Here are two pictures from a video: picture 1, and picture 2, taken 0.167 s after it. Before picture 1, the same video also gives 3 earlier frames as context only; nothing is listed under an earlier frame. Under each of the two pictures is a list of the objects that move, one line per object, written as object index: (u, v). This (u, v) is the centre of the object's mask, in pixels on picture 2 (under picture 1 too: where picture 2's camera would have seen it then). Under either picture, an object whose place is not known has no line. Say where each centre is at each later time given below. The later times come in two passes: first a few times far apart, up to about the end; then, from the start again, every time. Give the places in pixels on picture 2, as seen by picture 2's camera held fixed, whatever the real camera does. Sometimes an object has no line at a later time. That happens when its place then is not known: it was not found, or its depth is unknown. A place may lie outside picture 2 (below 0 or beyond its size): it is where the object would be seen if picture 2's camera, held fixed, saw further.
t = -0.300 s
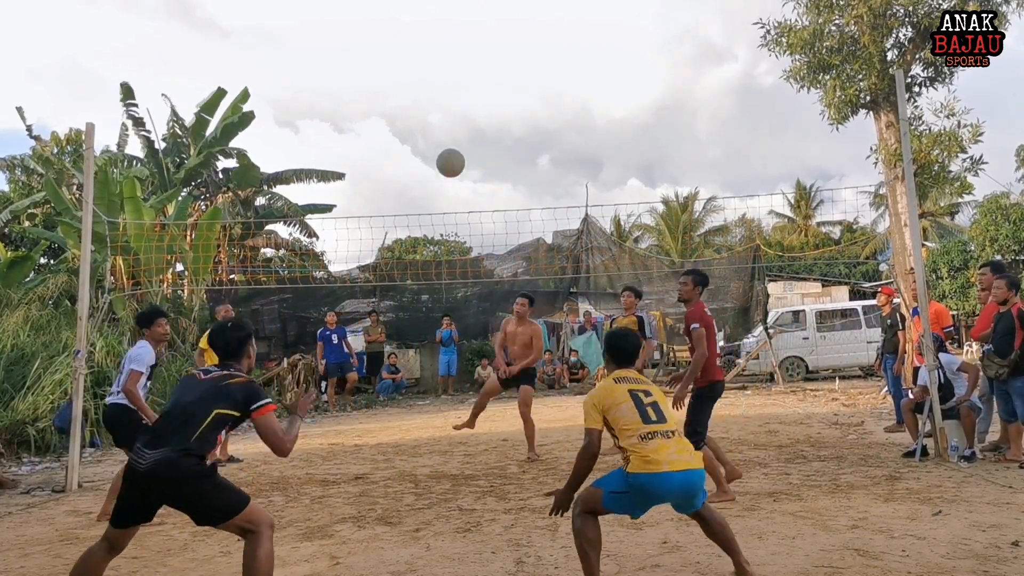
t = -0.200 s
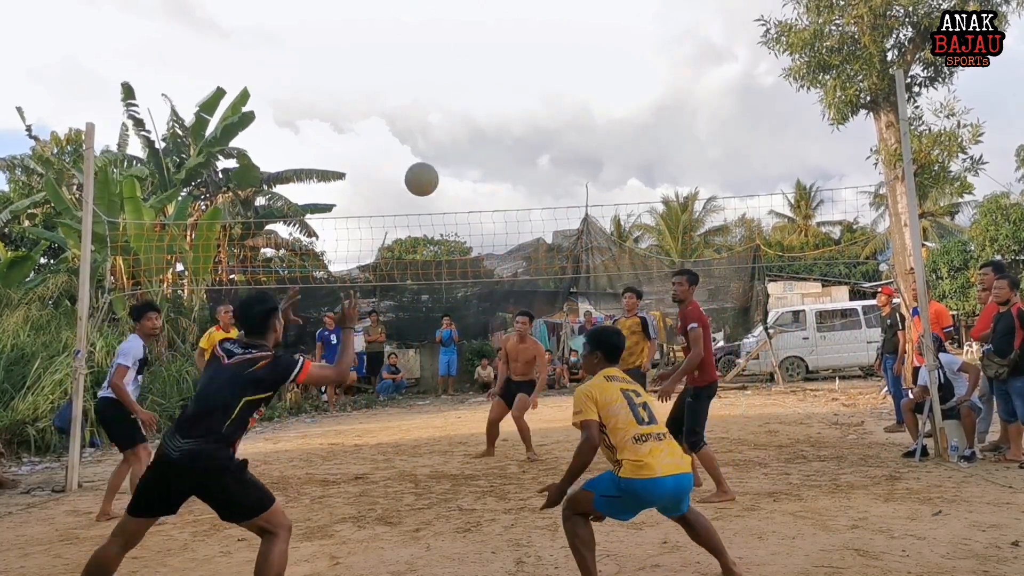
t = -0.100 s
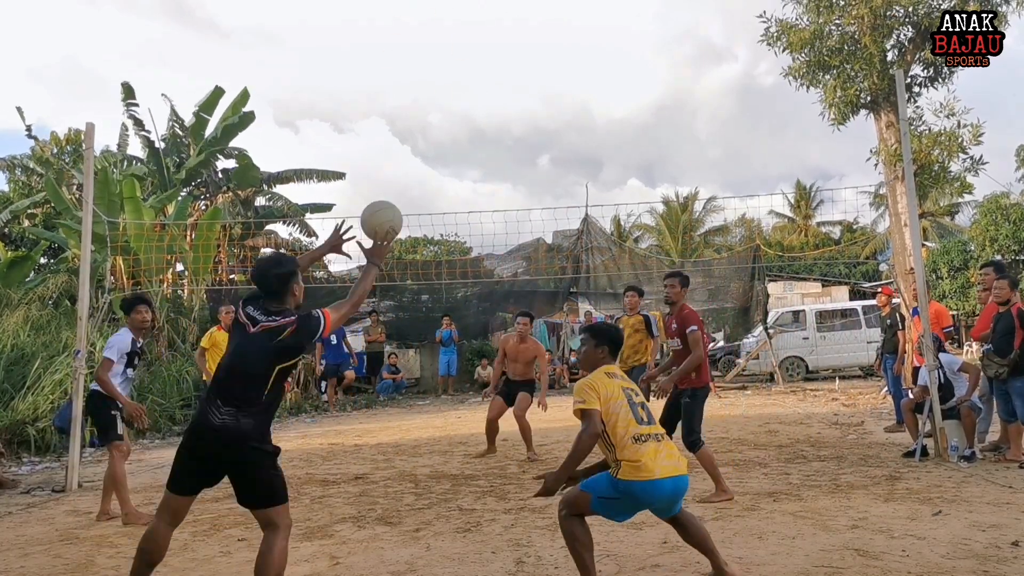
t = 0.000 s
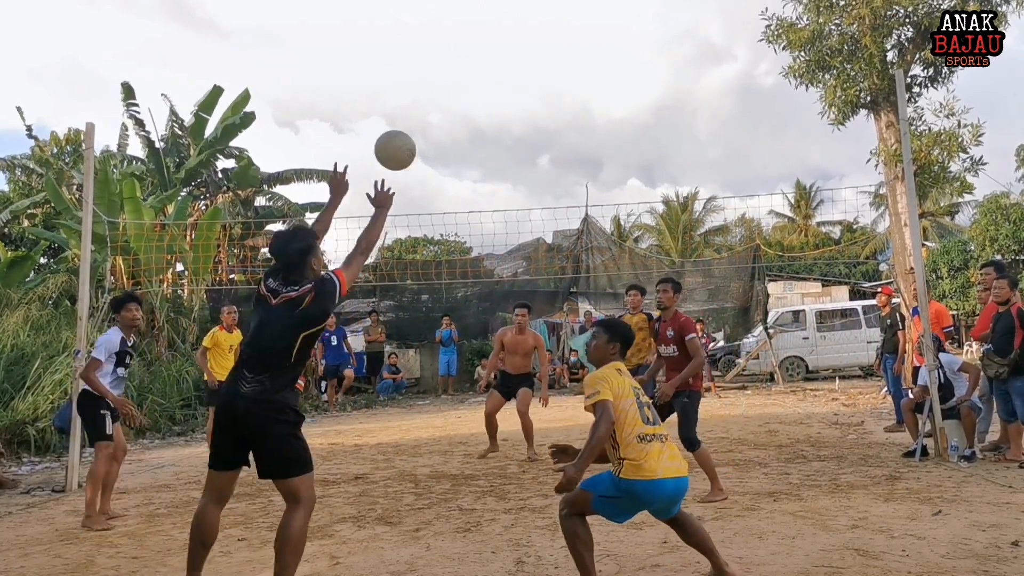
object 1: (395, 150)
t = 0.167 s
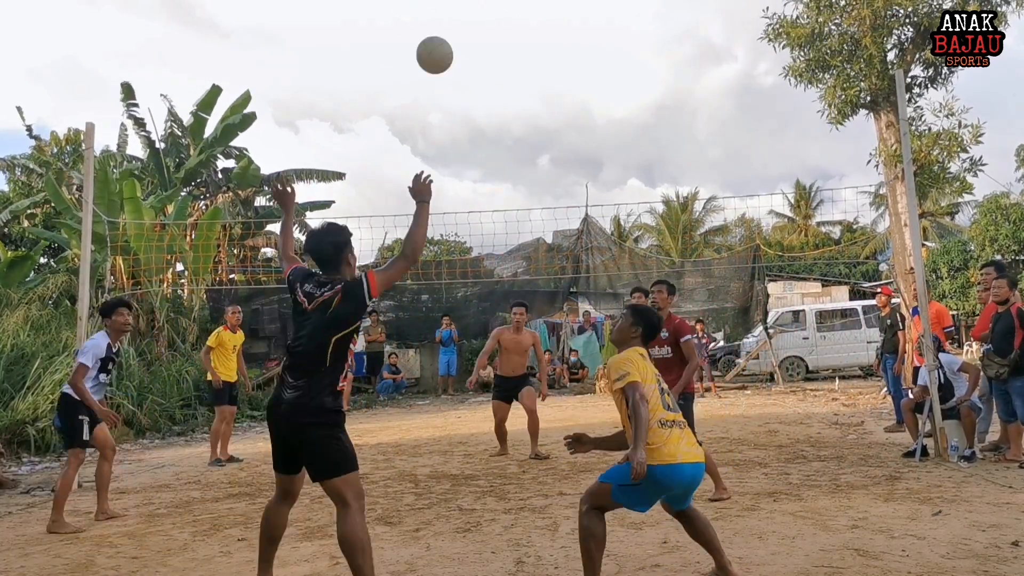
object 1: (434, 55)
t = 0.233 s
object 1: (449, 34)
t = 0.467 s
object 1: (493, 25)
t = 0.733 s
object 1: (538, 106)
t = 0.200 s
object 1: (442, 44)
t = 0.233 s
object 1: (449, 34)
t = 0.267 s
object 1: (455, 27)
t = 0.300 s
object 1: (462, 23)
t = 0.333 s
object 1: (468, 20)
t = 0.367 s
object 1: (475, 18)
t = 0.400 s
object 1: (481, 19)
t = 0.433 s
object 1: (487, 21)
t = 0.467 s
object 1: (493, 25)
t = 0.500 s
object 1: (499, 30)
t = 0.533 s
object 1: (505, 37)
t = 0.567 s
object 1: (510, 46)
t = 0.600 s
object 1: (516, 55)
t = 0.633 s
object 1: (522, 66)
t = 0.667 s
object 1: (527, 78)
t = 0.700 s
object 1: (532, 92)
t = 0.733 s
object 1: (538, 106)
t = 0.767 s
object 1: (543, 122)
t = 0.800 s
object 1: (548, 139)
